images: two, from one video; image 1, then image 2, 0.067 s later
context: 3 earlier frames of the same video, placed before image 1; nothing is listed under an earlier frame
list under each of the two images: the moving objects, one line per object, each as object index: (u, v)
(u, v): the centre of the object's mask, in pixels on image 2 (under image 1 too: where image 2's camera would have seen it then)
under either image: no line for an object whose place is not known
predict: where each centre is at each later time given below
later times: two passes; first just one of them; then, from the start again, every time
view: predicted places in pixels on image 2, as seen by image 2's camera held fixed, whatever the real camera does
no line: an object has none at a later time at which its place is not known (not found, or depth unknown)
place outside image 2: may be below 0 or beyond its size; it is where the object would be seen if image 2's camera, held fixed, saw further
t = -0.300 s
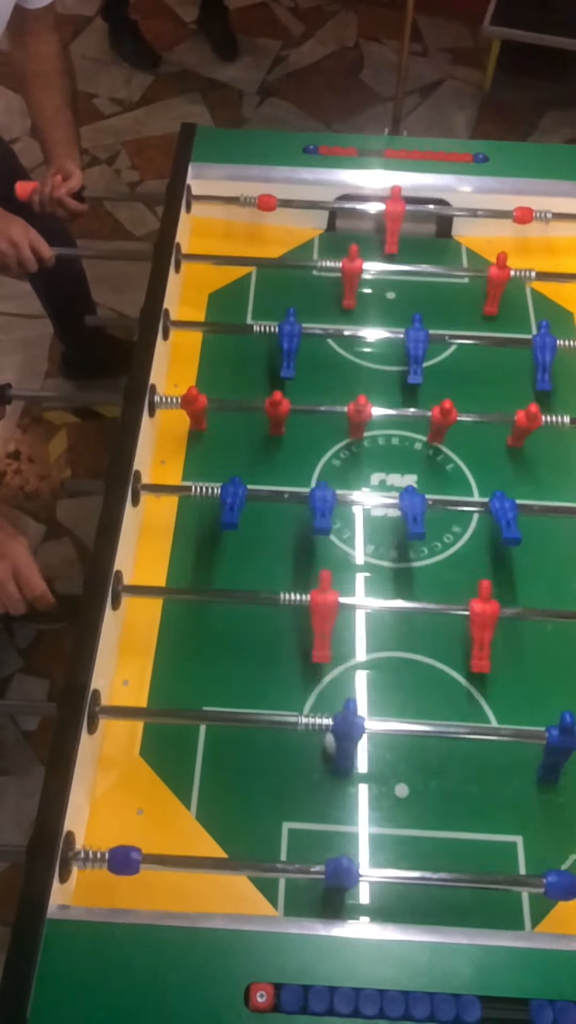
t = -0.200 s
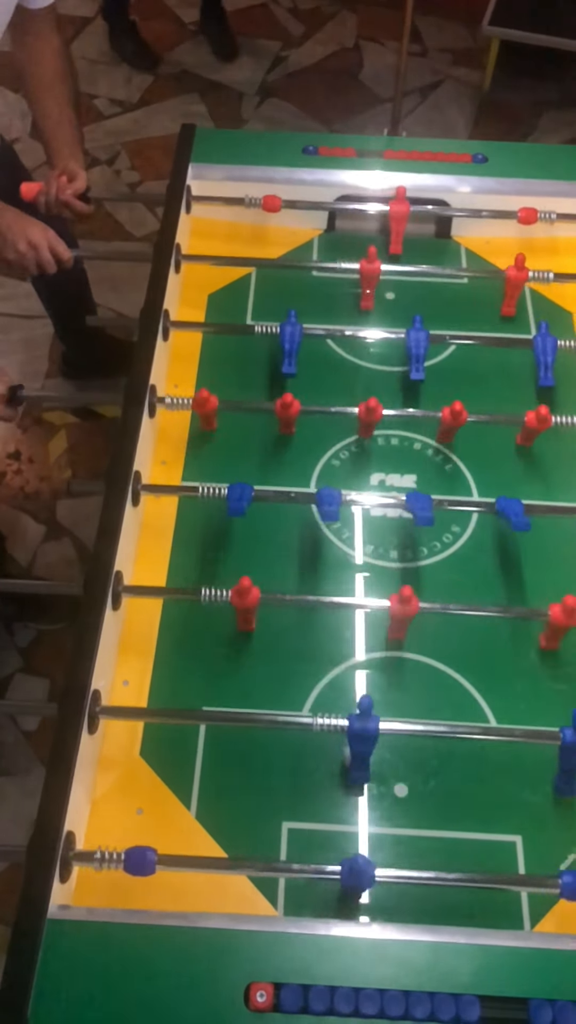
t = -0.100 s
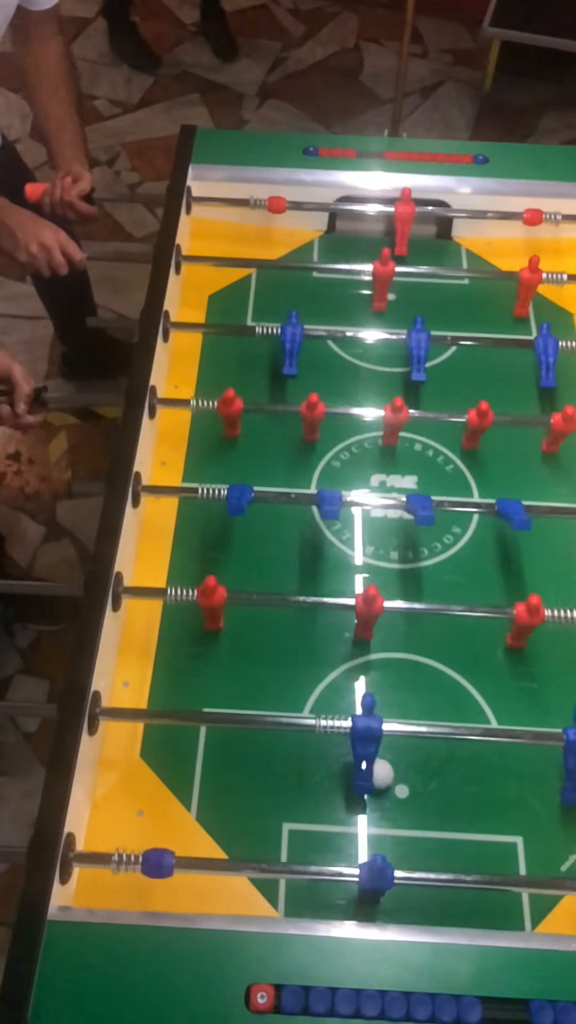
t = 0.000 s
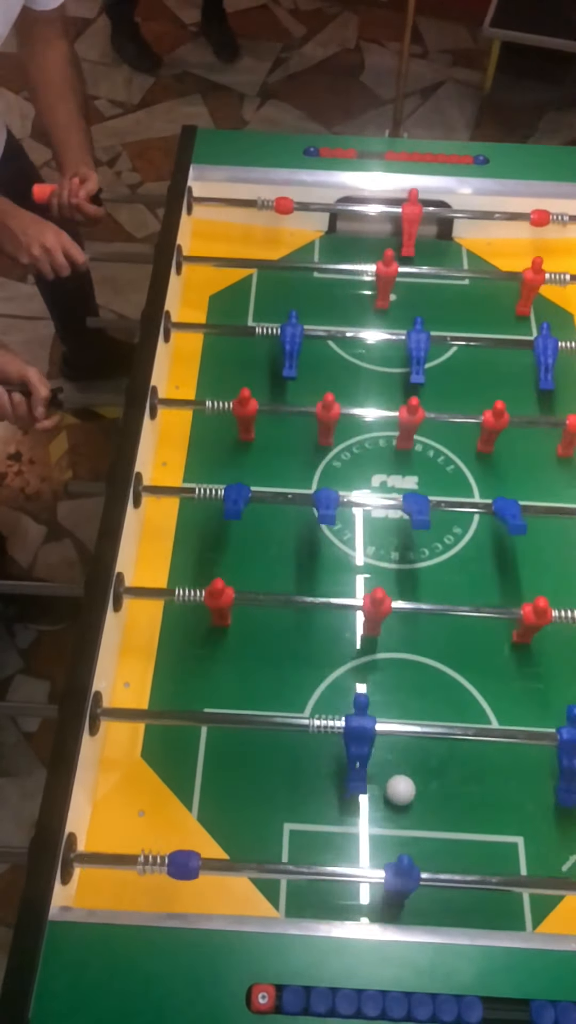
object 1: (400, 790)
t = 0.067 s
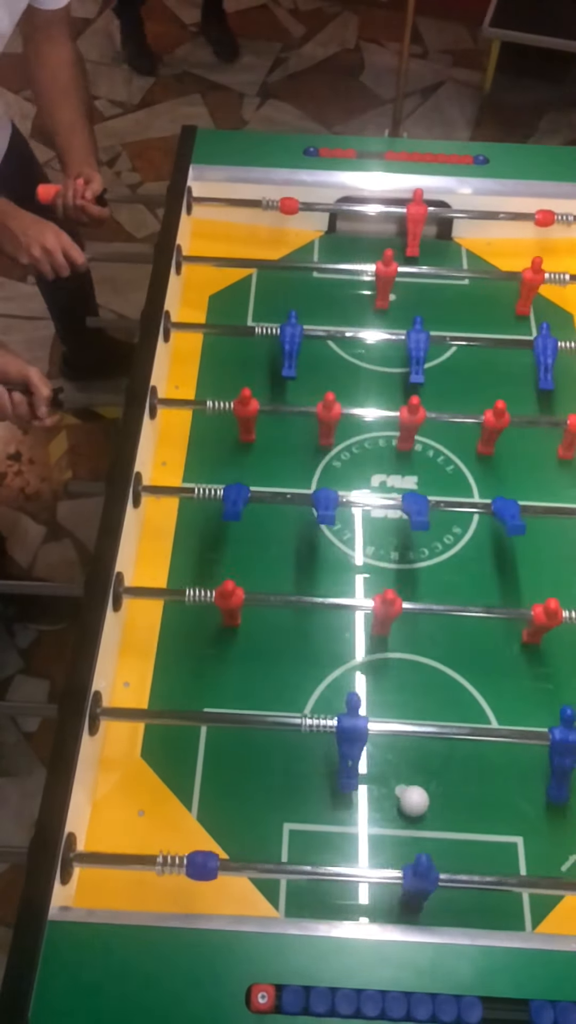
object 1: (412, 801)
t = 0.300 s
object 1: (463, 841)
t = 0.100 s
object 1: (421, 807)
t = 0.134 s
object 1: (428, 812)
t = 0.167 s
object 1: (434, 818)
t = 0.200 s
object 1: (441, 824)
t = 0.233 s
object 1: (448, 830)
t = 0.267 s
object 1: (456, 835)
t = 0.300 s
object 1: (463, 841)
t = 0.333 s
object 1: (470, 847)
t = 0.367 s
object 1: (477, 853)
